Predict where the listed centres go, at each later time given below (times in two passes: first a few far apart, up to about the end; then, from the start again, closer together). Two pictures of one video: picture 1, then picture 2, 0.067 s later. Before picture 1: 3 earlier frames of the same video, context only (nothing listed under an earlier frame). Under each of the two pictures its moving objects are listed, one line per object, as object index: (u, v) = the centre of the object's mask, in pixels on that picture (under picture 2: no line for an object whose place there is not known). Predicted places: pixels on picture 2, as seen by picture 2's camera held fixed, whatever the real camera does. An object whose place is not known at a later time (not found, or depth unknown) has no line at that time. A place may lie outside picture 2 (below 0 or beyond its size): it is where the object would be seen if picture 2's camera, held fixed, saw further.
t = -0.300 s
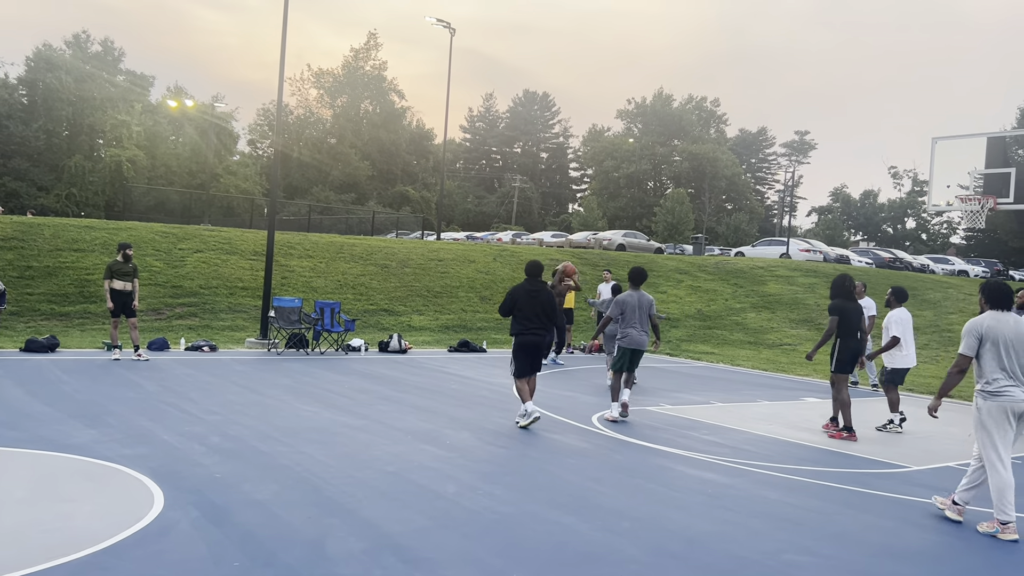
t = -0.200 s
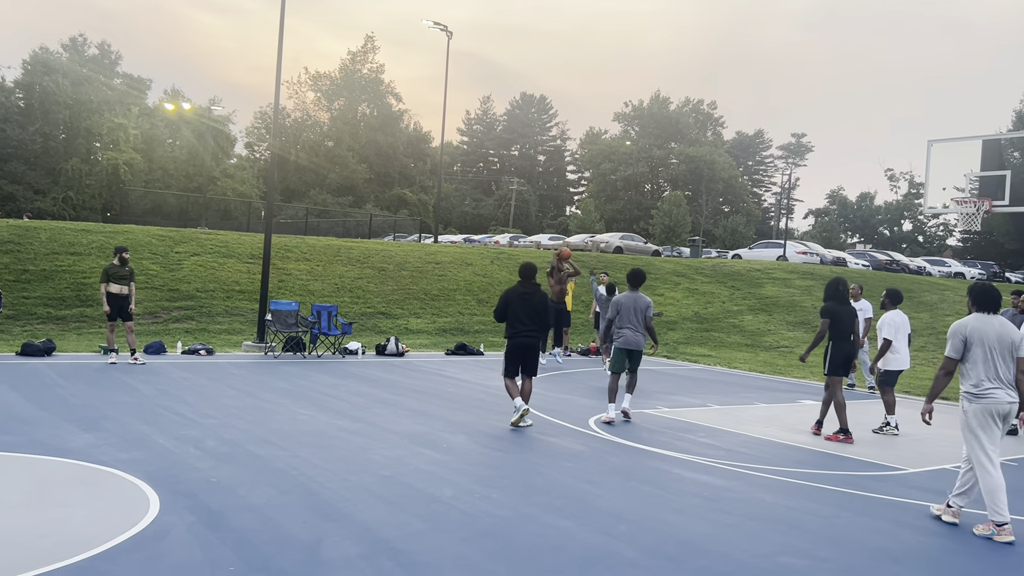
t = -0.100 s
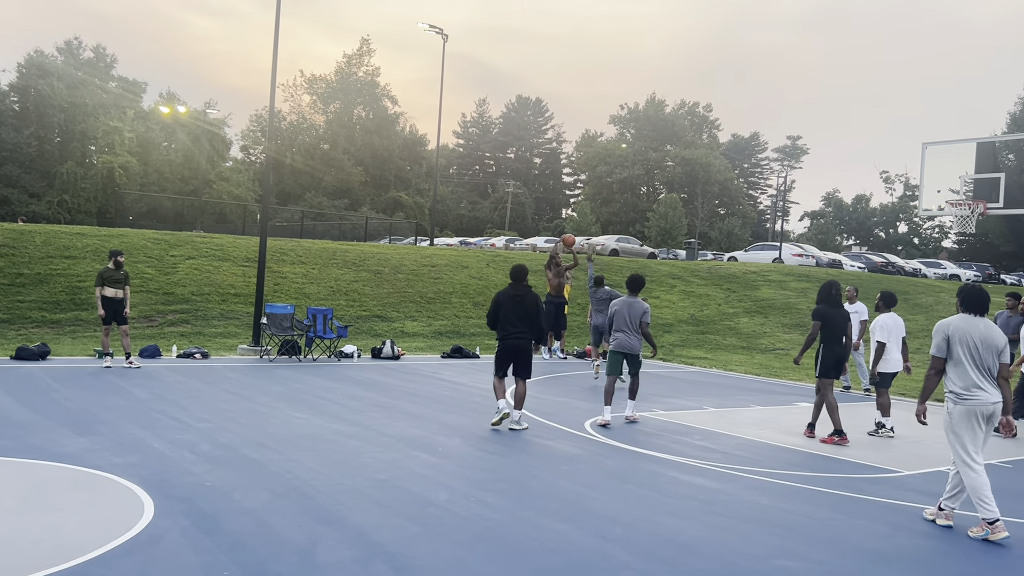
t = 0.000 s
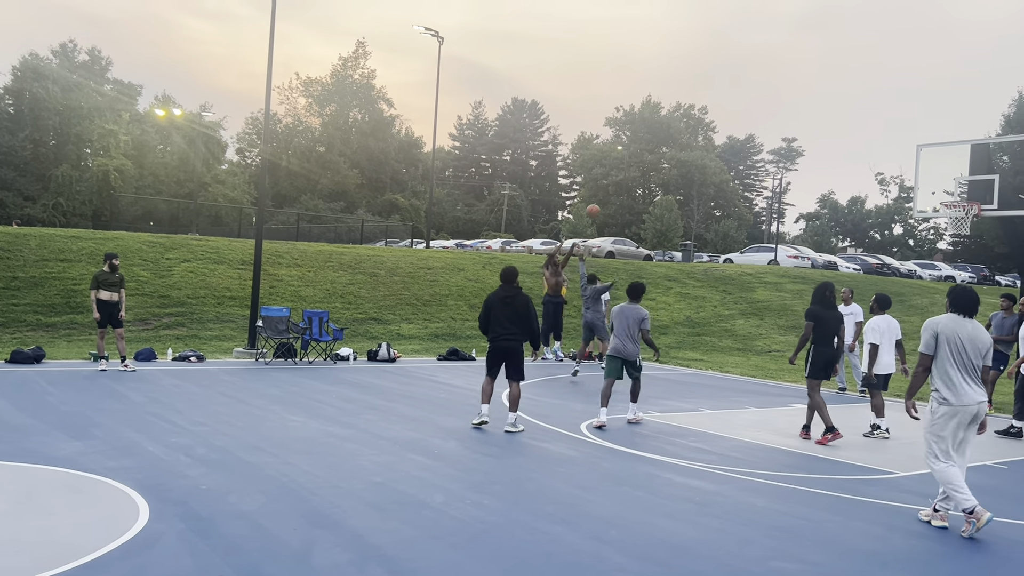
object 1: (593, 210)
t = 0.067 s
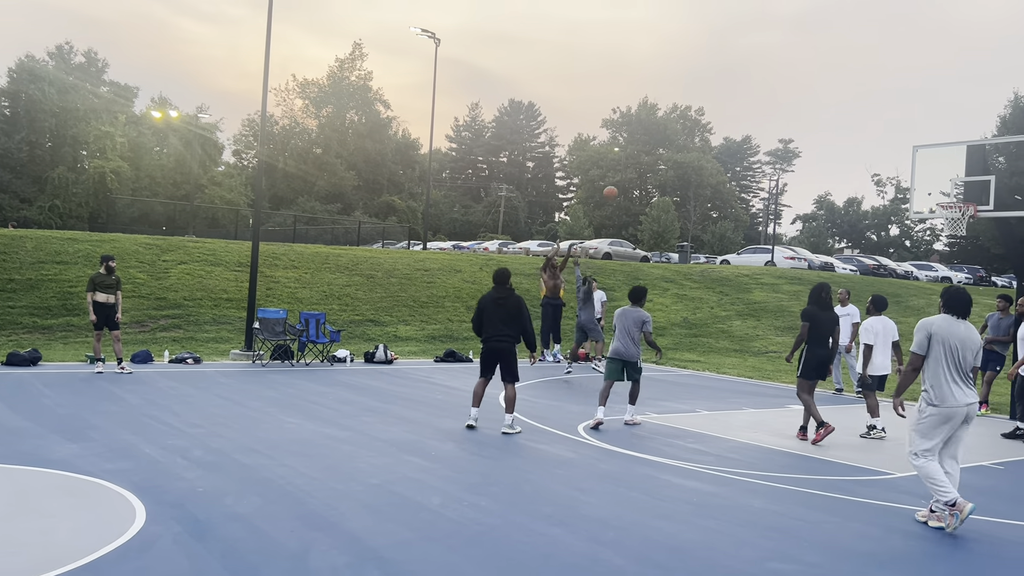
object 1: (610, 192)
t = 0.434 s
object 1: (730, 127)
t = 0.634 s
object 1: (800, 124)
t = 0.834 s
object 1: (874, 148)
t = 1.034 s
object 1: (949, 195)
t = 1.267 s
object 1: (1003, 175)
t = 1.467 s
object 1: (1011, 167)
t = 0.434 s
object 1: (730, 127)
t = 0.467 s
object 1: (741, 125)
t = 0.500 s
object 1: (753, 123)
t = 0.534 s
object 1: (765, 122)
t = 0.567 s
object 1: (776, 122)
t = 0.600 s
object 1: (788, 122)
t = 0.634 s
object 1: (800, 124)
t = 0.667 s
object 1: (812, 126)
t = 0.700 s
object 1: (824, 128)
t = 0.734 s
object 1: (836, 132)
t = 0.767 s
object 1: (849, 136)
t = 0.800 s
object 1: (861, 142)
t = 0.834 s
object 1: (874, 148)
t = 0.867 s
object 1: (886, 154)
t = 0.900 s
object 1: (899, 162)
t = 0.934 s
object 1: (912, 170)
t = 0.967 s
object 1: (925, 180)
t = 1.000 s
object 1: (938, 190)
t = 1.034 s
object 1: (949, 195)
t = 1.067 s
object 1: (958, 194)
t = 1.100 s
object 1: (967, 194)
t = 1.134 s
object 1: (975, 194)
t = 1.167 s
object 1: (982, 187)
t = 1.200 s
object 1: (989, 183)
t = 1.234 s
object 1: (996, 179)
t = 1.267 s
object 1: (1003, 175)
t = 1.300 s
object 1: (1007, 173)
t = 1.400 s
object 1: (1010, 167)
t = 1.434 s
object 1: (1011, 167)
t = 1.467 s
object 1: (1011, 167)
